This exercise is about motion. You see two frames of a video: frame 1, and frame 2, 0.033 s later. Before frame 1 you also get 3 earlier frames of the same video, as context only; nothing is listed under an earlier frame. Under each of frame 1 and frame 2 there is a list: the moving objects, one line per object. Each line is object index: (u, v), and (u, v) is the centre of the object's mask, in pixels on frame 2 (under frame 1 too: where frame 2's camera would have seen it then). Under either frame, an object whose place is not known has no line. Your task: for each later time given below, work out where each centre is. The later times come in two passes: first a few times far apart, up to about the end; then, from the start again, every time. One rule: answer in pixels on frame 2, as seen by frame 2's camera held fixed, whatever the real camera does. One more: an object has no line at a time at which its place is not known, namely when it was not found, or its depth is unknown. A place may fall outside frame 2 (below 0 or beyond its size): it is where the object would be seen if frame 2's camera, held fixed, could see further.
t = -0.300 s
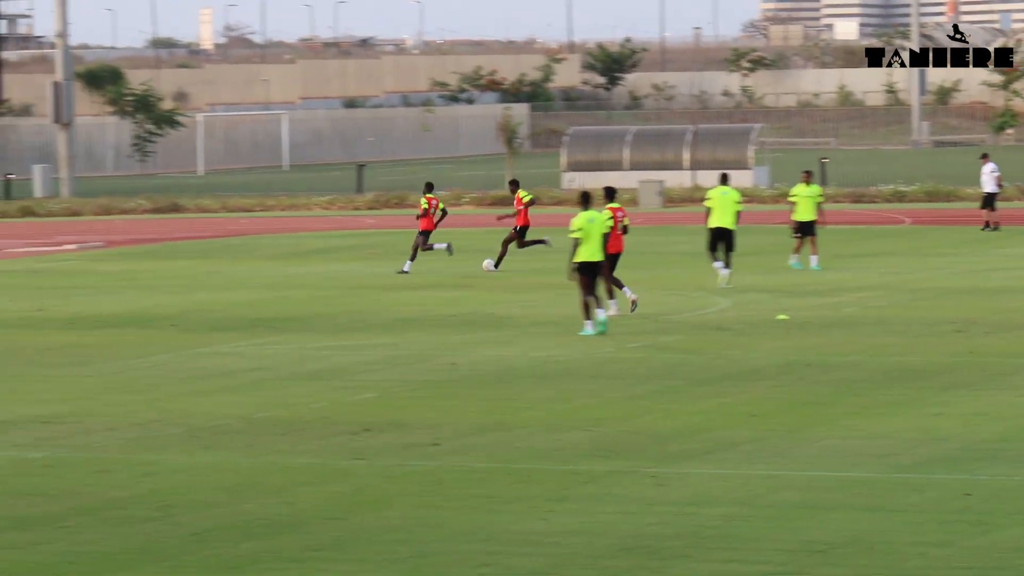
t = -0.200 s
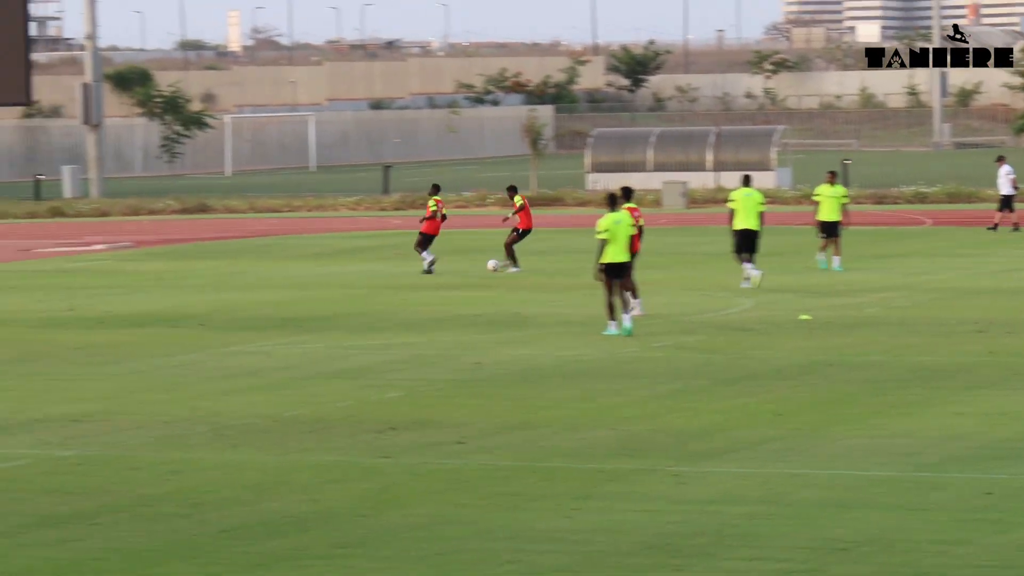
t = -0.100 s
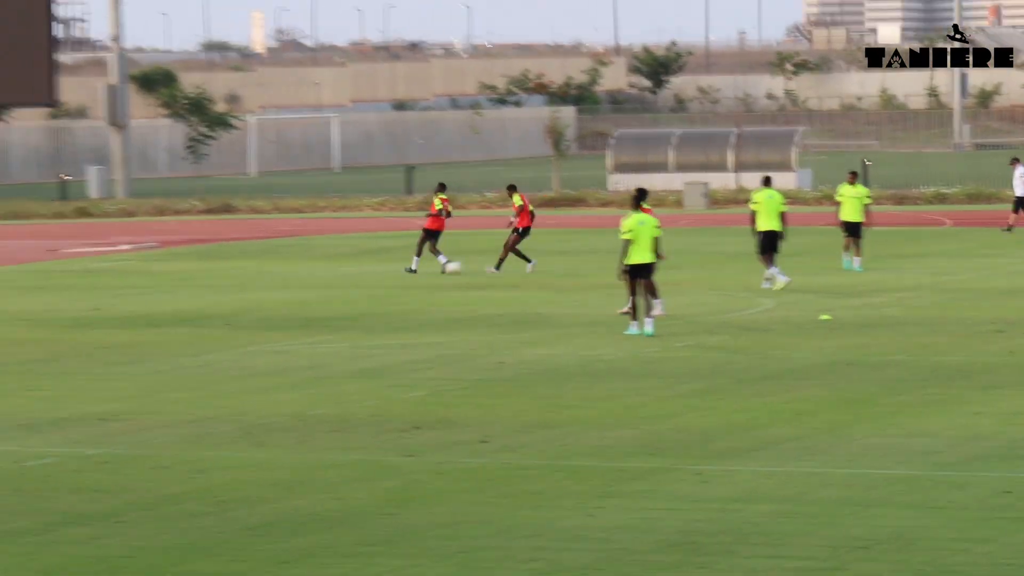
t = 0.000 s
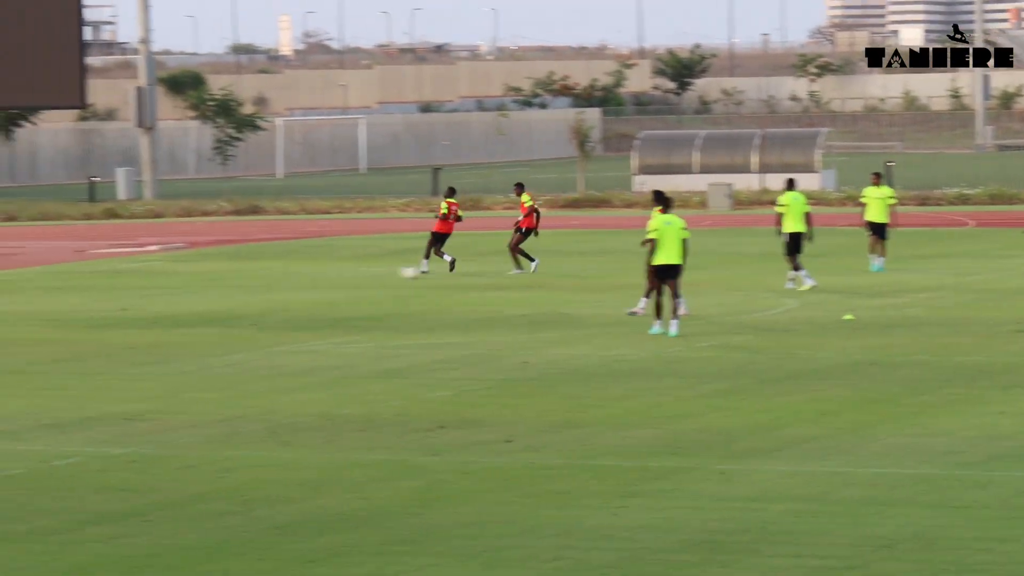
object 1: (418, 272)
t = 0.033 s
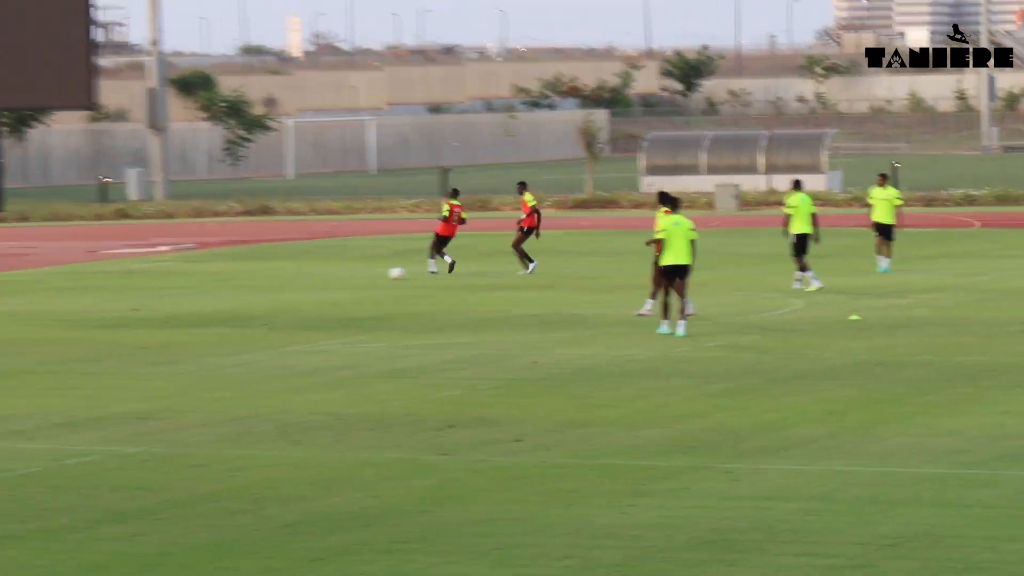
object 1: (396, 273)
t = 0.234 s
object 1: (272, 280)
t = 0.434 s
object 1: (157, 289)
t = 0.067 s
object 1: (375, 273)
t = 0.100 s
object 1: (354, 273)
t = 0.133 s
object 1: (334, 274)
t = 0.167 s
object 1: (313, 275)
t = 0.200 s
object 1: (292, 278)
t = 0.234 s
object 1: (272, 280)
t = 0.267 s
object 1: (252, 281)
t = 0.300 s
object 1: (233, 281)
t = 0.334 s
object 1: (214, 281)
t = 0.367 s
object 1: (195, 283)
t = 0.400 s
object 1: (176, 286)
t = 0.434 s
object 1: (157, 289)
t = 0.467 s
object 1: (140, 289)
